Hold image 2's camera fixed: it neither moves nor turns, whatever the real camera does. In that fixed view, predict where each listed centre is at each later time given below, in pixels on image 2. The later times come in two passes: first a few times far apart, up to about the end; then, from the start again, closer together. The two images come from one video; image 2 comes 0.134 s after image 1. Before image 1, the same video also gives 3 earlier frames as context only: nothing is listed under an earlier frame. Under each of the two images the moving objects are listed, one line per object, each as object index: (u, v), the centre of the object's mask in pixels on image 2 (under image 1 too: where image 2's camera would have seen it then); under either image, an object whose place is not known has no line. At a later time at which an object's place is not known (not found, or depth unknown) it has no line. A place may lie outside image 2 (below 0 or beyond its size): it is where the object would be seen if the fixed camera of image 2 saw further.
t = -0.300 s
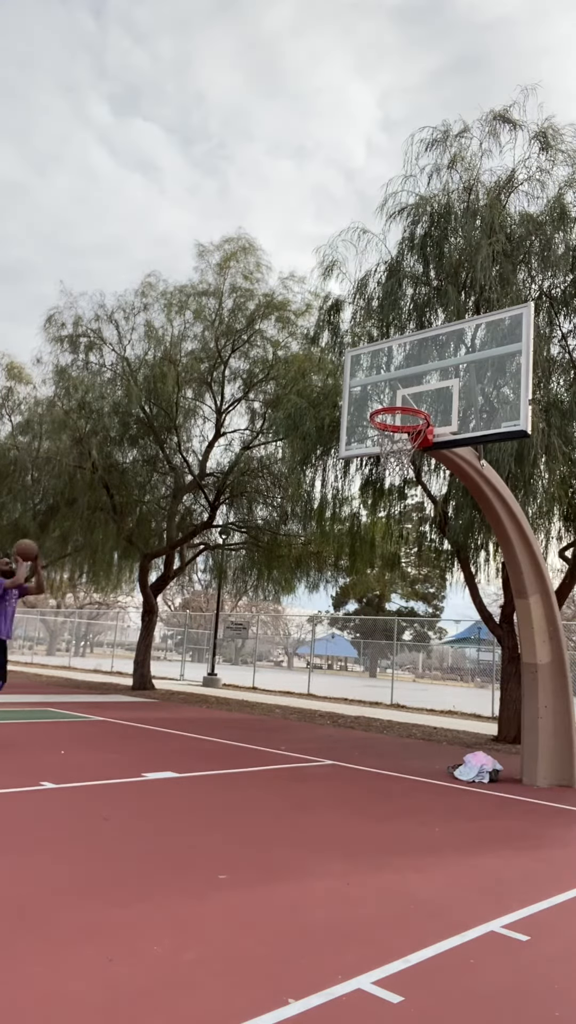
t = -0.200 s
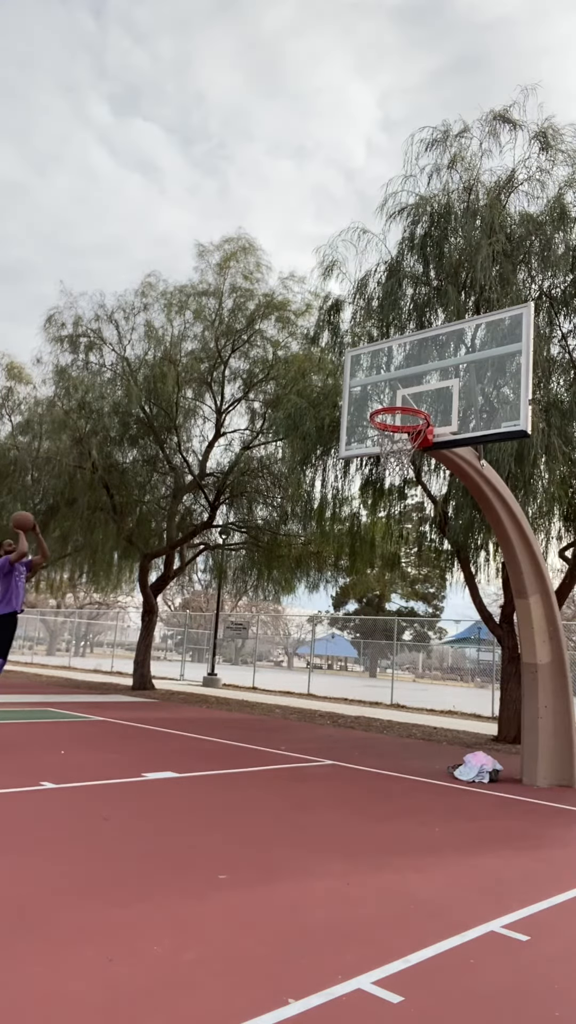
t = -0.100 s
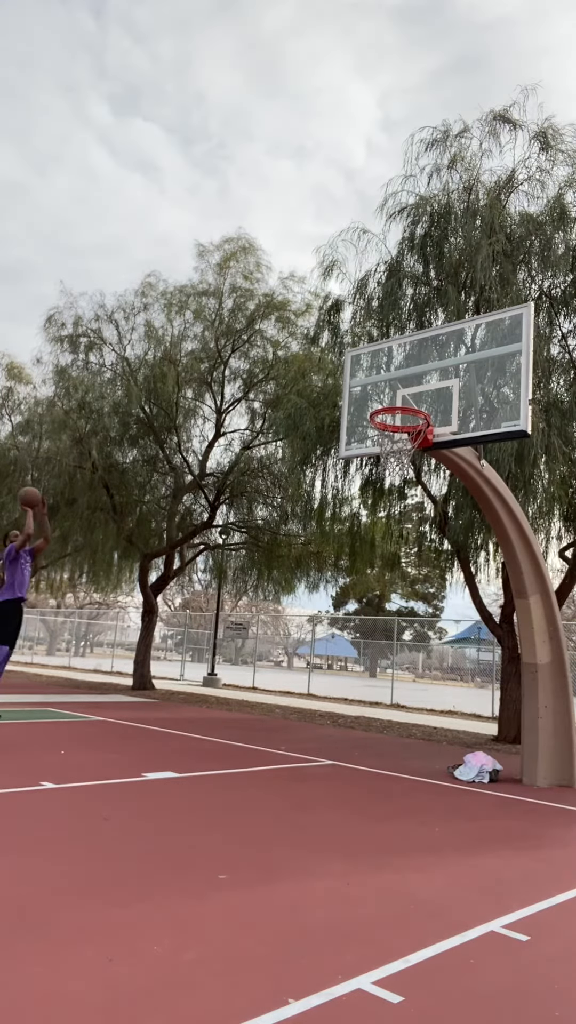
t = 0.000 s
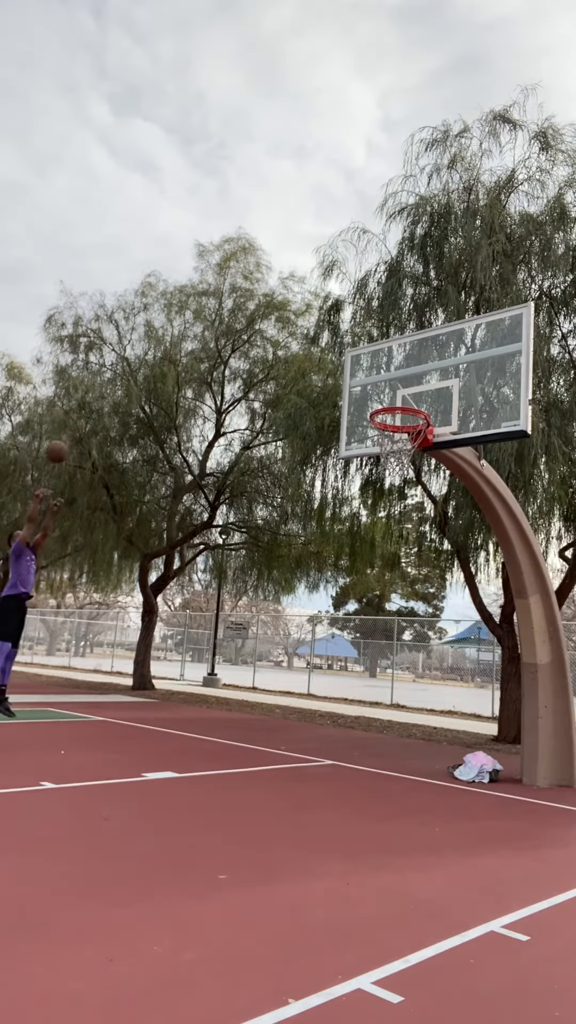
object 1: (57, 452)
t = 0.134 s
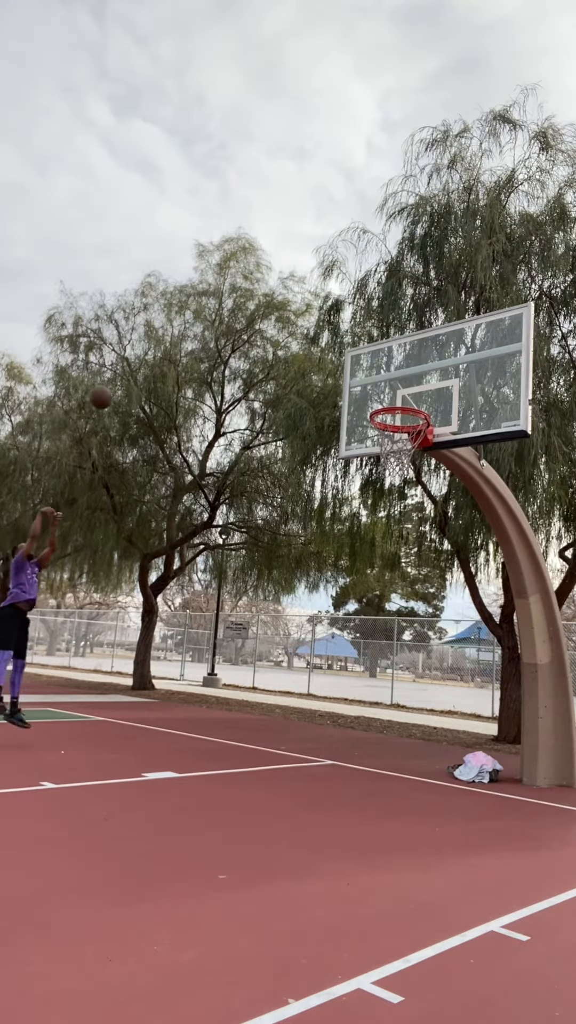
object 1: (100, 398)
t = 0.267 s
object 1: (144, 357)
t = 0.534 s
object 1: (233, 321)
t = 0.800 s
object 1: (326, 352)
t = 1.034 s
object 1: (416, 445)
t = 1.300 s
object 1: (429, 475)
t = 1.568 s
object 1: (436, 592)
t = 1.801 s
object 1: (442, 786)
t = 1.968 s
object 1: (421, 707)
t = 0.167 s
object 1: (112, 386)
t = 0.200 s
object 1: (123, 376)
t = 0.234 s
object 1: (133, 366)
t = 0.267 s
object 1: (144, 357)
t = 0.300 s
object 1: (155, 350)
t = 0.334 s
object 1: (166, 342)
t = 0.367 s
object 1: (177, 336)
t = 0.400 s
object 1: (188, 331)
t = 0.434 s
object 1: (199, 328)
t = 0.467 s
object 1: (210, 324)
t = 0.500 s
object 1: (222, 322)
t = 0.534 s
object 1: (233, 321)
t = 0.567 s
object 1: (243, 320)
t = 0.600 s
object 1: (255, 322)
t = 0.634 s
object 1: (267, 324)
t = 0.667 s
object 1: (278, 328)
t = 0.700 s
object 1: (290, 332)
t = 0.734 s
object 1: (302, 337)
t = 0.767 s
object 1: (314, 344)
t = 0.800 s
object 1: (326, 352)
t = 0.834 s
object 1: (338, 362)
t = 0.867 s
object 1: (351, 372)
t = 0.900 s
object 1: (364, 385)
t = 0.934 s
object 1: (377, 397)
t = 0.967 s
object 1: (389, 415)
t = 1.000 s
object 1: (403, 431)
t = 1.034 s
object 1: (416, 445)
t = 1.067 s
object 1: (419, 446)
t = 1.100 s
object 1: (421, 442)
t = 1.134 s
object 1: (423, 443)
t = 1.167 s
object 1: (424, 451)
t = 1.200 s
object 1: (425, 455)
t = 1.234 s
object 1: (426, 460)
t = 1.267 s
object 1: (428, 467)
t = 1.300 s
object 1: (429, 475)
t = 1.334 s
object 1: (430, 485)
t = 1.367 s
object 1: (431, 495)
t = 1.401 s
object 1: (431, 508)
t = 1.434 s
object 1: (432, 522)
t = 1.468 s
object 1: (433, 537)
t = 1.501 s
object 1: (433, 554)
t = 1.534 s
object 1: (435, 572)
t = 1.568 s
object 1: (436, 592)
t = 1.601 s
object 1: (437, 614)
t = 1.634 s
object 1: (437, 638)
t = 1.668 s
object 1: (438, 663)
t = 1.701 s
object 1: (439, 691)
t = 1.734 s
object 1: (440, 721)
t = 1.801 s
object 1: (442, 786)
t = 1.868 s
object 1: (436, 778)
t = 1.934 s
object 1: (426, 729)
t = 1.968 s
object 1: (421, 707)
